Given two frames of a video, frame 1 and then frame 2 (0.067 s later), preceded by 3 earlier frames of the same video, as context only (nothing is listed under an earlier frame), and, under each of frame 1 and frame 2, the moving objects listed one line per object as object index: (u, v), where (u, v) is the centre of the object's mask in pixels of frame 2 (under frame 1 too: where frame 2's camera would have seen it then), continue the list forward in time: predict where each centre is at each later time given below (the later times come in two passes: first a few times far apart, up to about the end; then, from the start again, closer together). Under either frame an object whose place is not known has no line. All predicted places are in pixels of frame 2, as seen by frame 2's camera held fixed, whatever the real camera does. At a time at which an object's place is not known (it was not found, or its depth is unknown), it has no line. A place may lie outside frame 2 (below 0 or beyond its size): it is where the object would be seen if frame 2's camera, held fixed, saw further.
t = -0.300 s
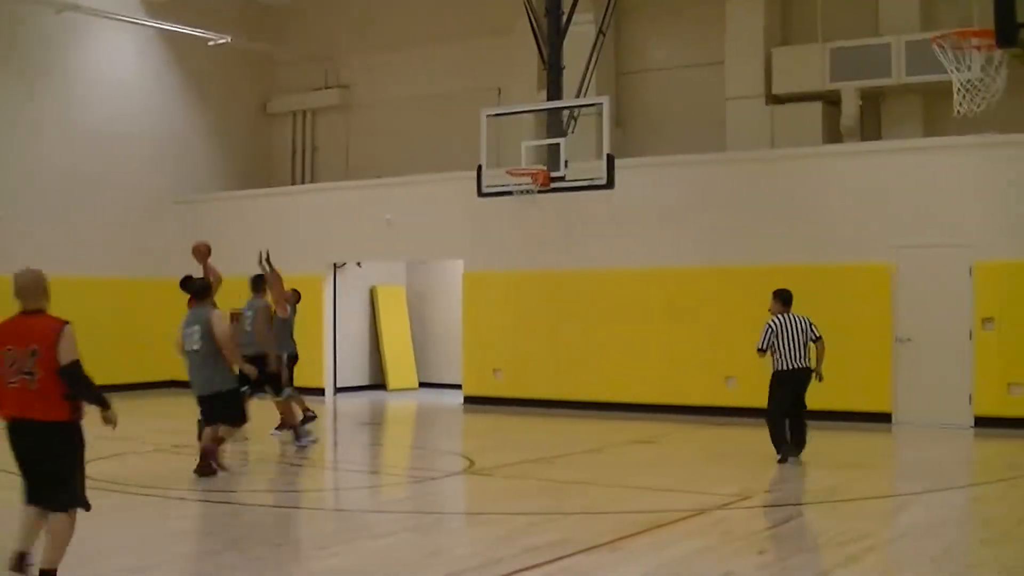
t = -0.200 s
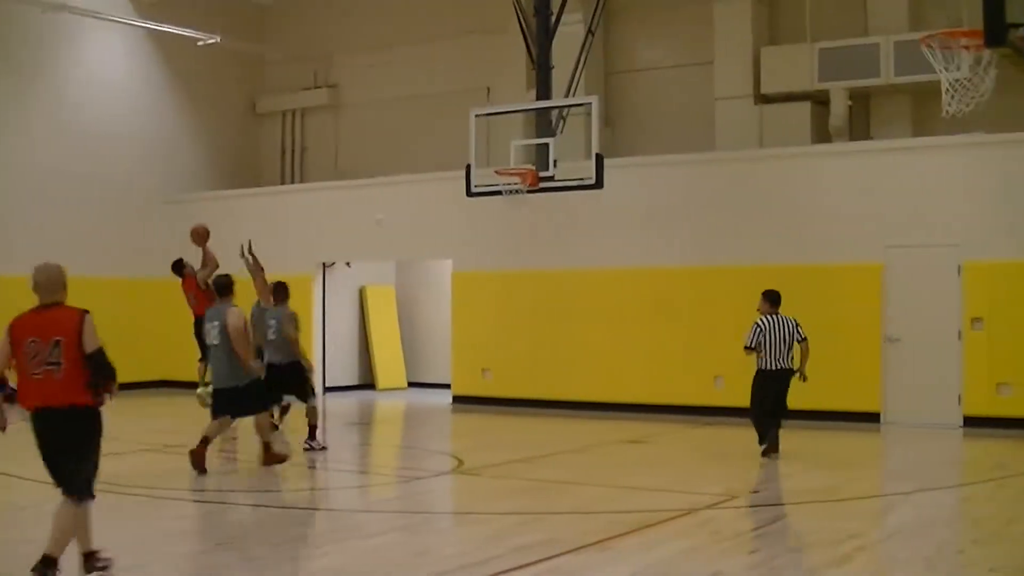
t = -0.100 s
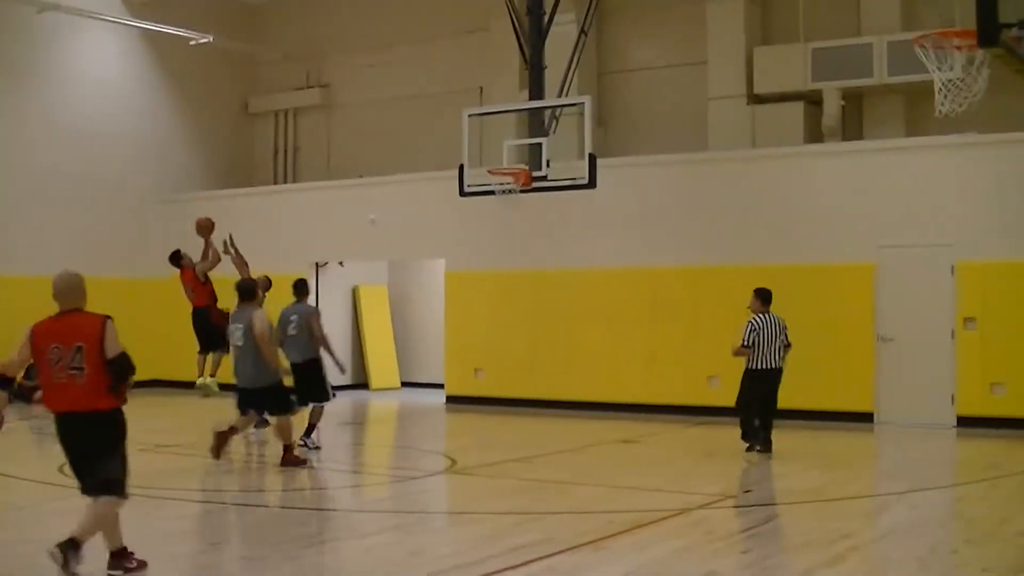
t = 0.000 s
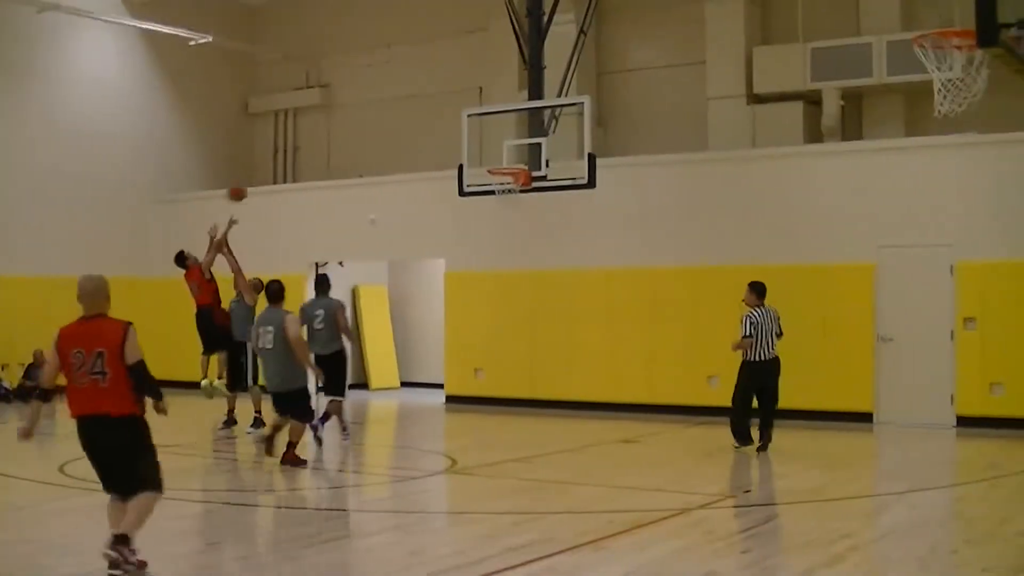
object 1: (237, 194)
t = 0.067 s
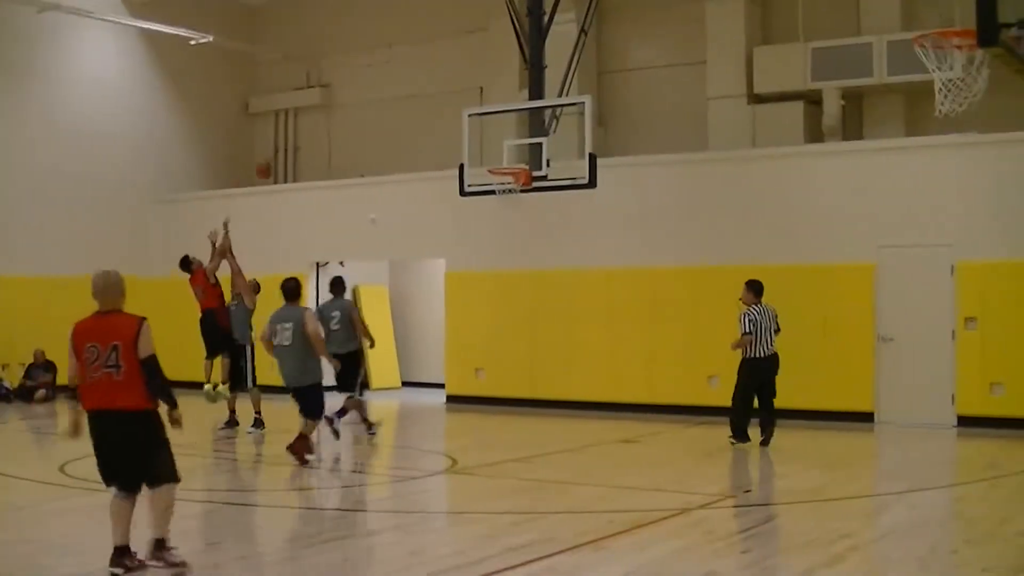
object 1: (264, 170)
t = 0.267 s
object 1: (341, 124)
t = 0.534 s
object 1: (441, 117)
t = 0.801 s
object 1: (521, 160)
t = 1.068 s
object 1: (477, 141)
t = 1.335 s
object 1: (423, 168)
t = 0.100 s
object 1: (276, 161)
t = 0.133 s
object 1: (290, 152)
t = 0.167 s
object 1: (305, 143)
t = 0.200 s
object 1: (316, 137)
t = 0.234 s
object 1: (328, 130)
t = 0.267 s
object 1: (341, 124)
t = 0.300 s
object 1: (354, 121)
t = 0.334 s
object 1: (367, 118)
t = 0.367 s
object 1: (379, 116)
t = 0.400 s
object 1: (392, 114)
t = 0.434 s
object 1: (404, 113)
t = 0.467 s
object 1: (418, 113)
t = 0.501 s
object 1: (429, 115)
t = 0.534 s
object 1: (441, 117)
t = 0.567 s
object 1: (453, 120)
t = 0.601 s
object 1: (466, 124)
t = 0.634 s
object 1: (478, 128)
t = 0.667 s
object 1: (489, 134)
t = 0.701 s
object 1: (502, 141)
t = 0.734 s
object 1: (514, 149)
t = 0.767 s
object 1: (520, 154)
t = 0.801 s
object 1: (521, 160)
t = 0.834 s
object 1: (519, 160)
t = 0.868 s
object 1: (516, 161)
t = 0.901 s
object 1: (508, 155)
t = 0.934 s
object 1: (501, 151)
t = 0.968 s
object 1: (495, 147)
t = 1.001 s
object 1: (489, 145)
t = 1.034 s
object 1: (482, 143)
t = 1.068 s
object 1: (477, 141)
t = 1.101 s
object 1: (470, 141)
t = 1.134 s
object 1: (464, 142)
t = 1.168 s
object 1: (457, 145)
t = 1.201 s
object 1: (449, 147)
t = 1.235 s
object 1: (443, 151)
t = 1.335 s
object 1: (423, 168)
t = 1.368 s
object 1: (416, 176)
